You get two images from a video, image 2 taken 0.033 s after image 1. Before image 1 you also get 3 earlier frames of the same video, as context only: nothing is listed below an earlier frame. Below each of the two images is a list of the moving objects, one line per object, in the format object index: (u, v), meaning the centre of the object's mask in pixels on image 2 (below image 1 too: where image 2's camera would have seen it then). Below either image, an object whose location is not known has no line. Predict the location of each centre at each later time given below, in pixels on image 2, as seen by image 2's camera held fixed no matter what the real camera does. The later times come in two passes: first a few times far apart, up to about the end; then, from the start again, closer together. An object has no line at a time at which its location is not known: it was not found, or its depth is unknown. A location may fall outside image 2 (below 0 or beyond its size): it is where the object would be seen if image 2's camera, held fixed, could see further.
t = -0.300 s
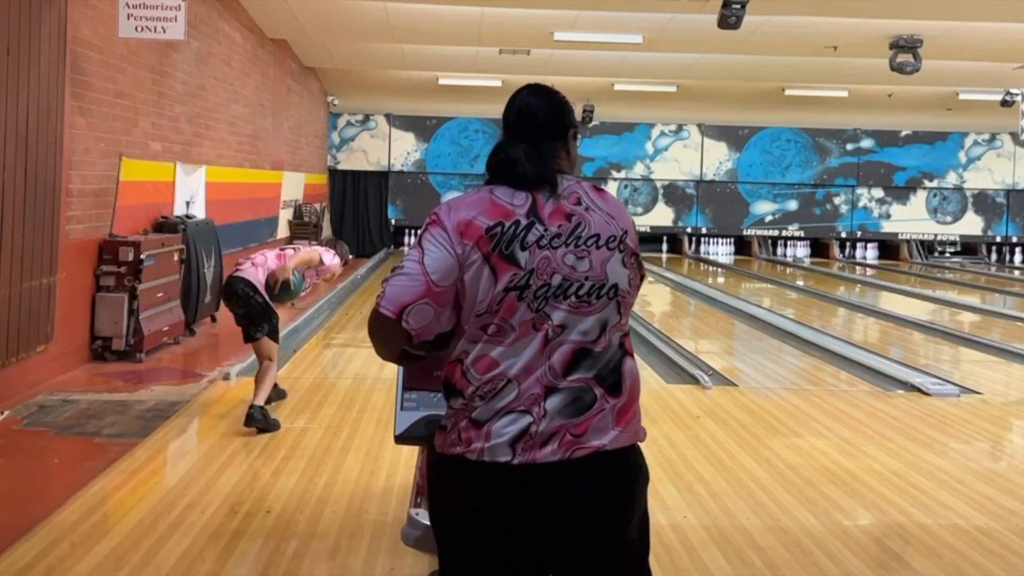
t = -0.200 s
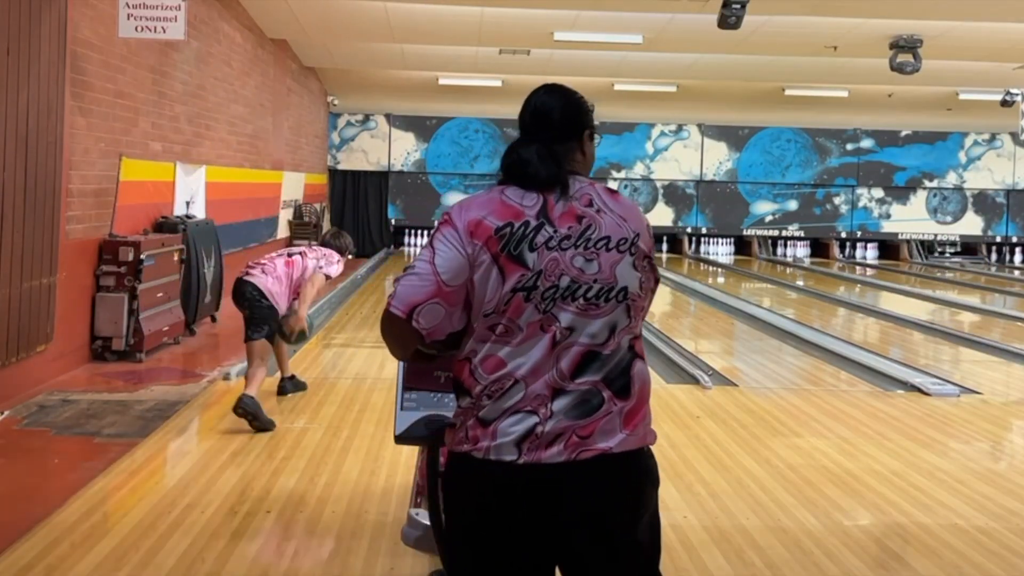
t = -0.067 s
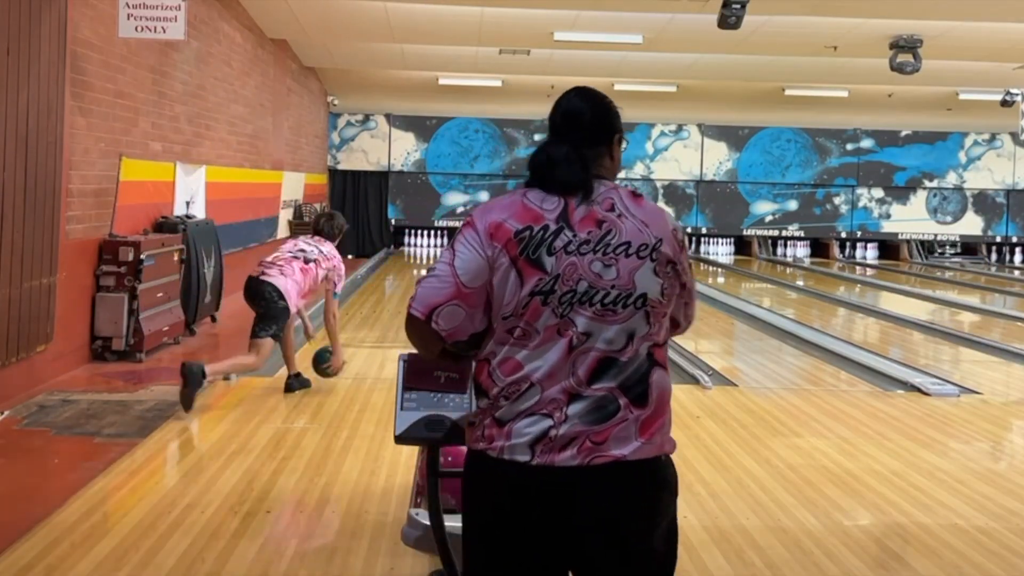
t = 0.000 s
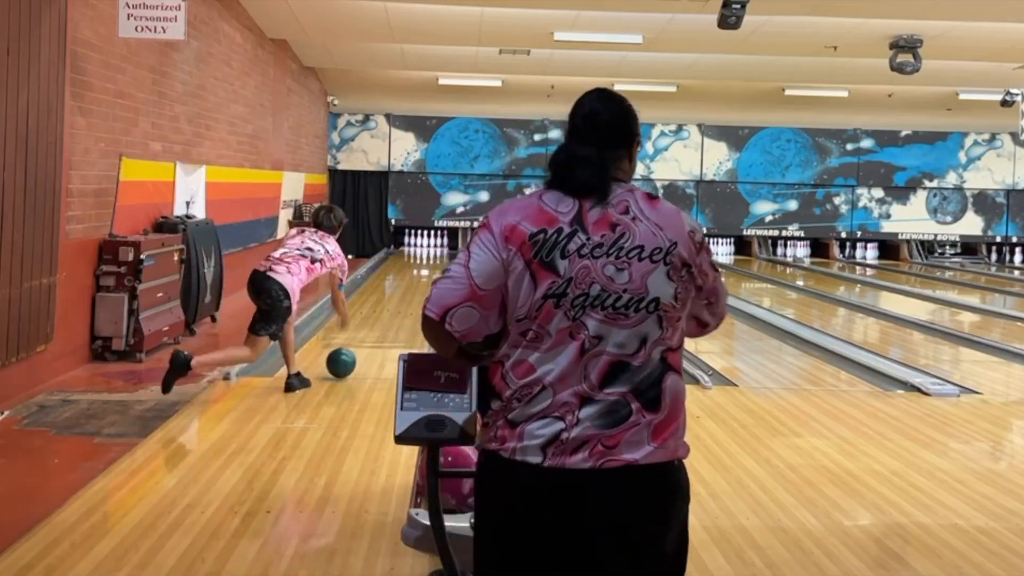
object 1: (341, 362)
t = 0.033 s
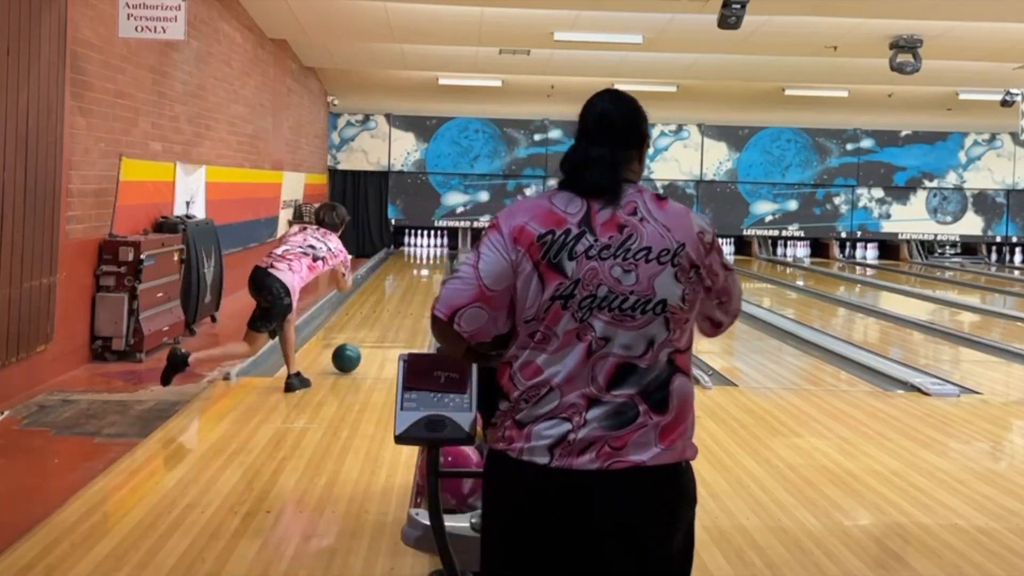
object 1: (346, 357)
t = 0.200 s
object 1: (368, 337)
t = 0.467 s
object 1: (392, 313)
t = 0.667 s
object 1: (405, 299)
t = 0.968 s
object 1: (418, 283)
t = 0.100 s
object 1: (356, 349)
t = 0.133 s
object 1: (360, 345)
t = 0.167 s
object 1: (364, 341)
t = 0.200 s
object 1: (368, 337)
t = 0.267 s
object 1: (375, 331)
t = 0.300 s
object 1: (378, 327)
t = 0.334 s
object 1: (381, 324)
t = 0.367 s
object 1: (384, 321)
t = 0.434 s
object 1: (389, 315)
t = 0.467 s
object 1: (392, 313)
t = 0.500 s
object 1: (394, 310)
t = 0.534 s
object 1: (397, 308)
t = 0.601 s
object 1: (401, 303)
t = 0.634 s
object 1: (403, 300)
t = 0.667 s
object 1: (405, 299)
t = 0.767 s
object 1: (410, 293)
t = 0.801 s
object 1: (411, 291)
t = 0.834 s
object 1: (413, 289)
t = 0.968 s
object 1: (418, 283)
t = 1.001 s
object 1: (419, 282)
